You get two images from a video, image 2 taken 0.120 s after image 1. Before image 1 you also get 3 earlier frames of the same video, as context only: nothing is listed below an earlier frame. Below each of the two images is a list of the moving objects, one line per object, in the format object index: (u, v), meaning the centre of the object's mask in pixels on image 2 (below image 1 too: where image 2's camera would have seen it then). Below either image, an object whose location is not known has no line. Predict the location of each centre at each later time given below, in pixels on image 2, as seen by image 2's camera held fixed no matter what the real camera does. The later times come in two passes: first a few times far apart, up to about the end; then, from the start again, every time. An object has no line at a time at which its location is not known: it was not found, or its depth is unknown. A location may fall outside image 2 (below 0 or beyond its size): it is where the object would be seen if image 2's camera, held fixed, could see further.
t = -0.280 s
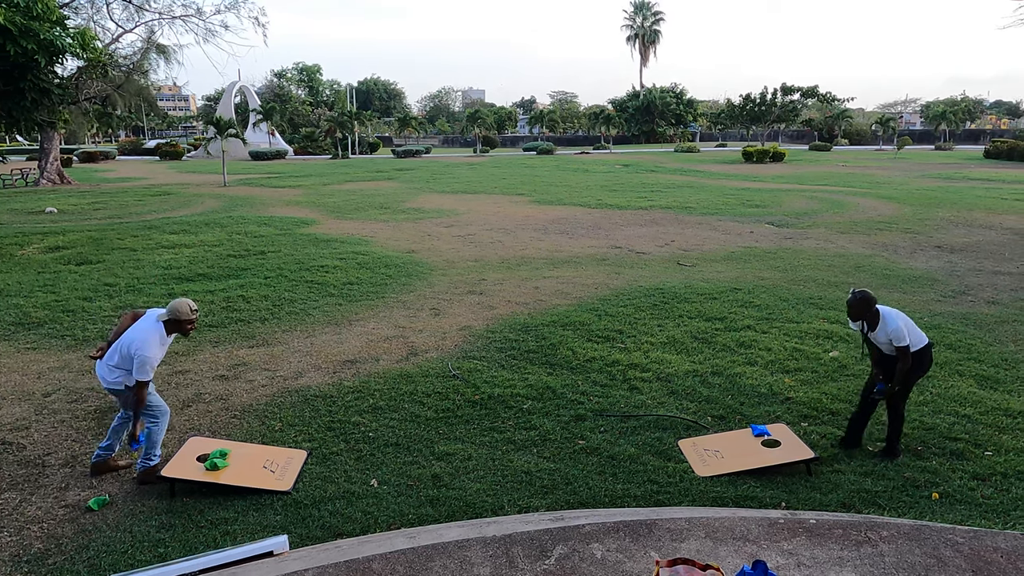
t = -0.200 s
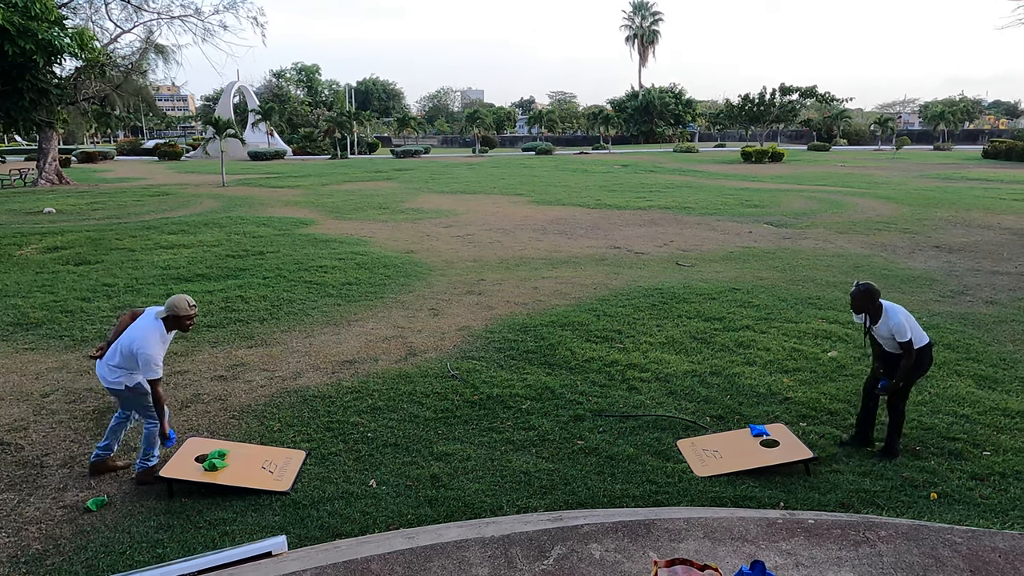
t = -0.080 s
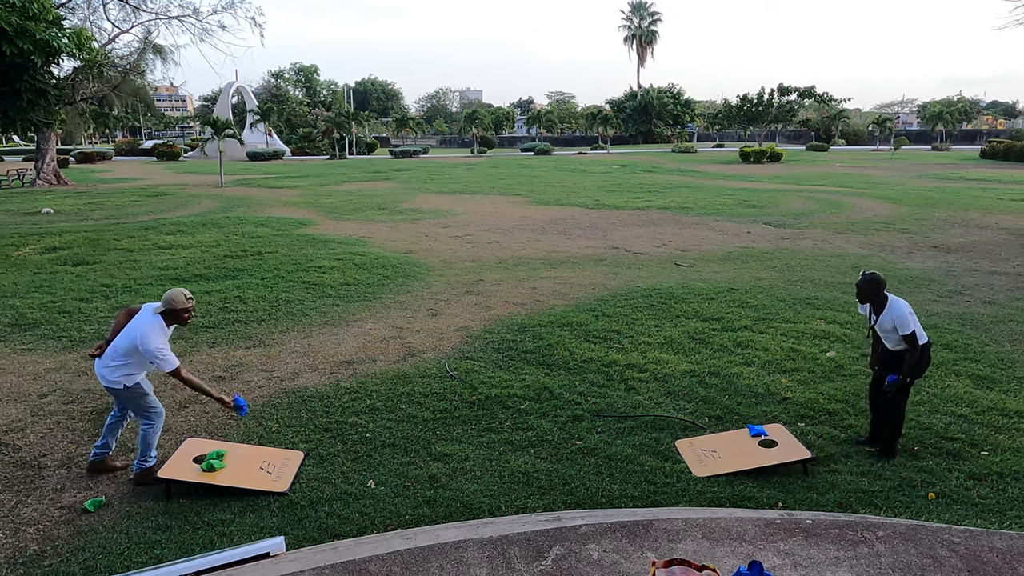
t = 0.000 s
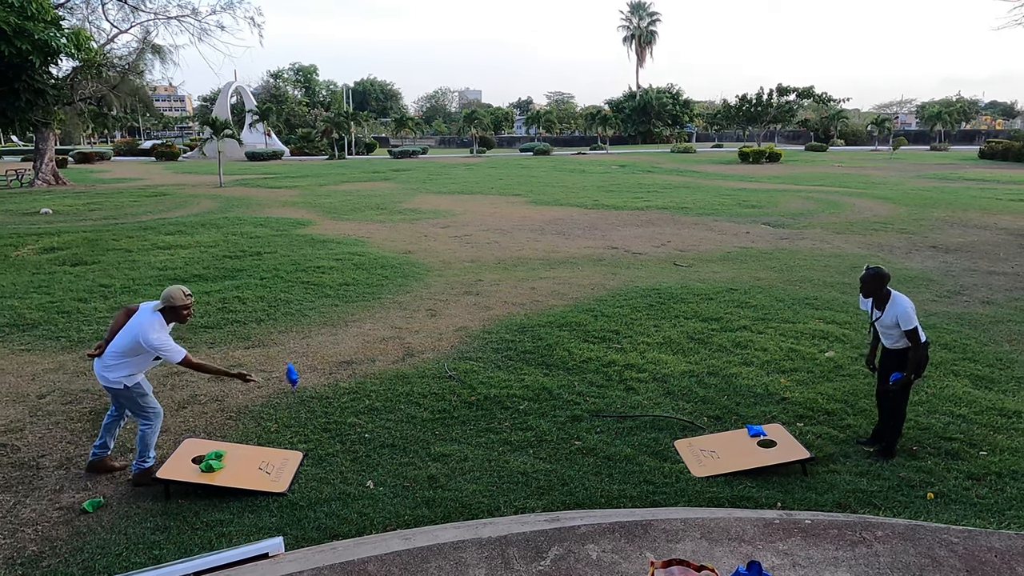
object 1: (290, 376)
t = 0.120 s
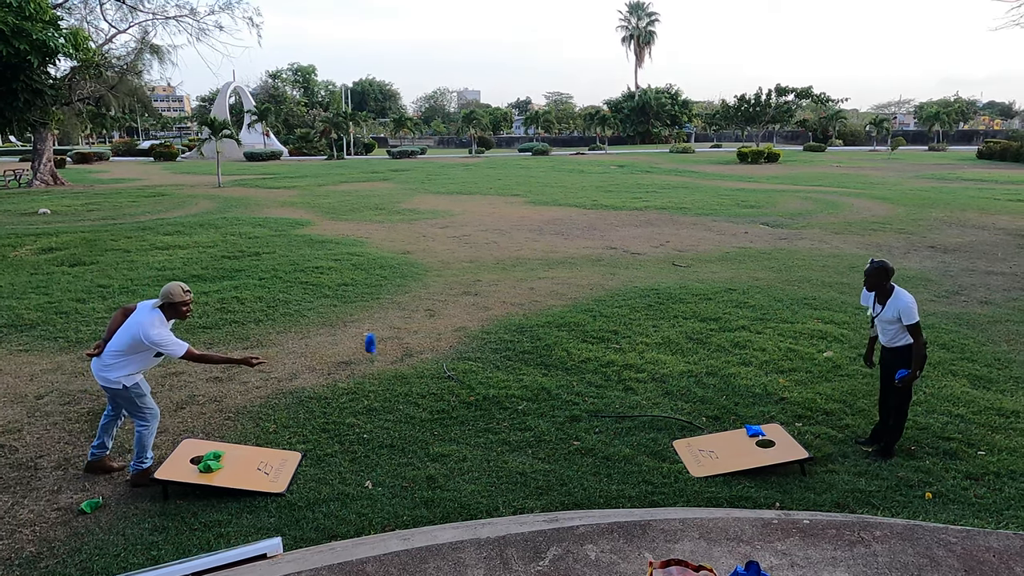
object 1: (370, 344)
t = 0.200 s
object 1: (423, 333)
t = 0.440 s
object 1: (575, 351)
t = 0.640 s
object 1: (688, 417)
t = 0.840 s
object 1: (751, 441)
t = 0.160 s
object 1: (396, 338)
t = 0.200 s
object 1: (423, 333)
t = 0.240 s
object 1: (449, 331)
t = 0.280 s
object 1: (475, 330)
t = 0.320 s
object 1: (501, 333)
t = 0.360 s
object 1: (526, 336)
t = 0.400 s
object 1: (551, 342)
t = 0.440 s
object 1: (575, 351)
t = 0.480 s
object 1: (599, 360)
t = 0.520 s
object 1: (622, 372)
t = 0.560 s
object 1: (645, 385)
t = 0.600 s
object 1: (667, 401)
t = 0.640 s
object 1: (688, 417)
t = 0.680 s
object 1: (710, 435)
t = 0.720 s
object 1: (726, 448)
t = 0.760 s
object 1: (735, 445)
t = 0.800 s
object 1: (743, 442)
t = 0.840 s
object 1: (751, 441)
